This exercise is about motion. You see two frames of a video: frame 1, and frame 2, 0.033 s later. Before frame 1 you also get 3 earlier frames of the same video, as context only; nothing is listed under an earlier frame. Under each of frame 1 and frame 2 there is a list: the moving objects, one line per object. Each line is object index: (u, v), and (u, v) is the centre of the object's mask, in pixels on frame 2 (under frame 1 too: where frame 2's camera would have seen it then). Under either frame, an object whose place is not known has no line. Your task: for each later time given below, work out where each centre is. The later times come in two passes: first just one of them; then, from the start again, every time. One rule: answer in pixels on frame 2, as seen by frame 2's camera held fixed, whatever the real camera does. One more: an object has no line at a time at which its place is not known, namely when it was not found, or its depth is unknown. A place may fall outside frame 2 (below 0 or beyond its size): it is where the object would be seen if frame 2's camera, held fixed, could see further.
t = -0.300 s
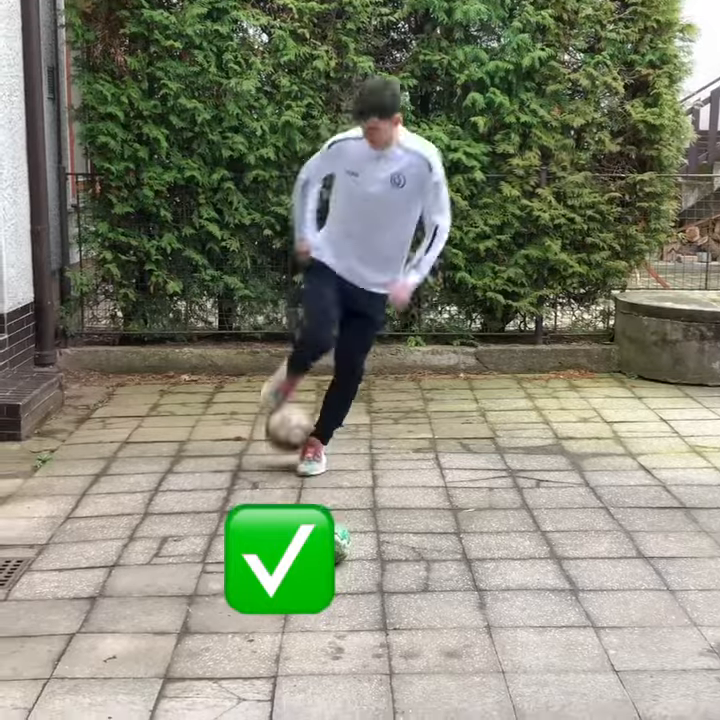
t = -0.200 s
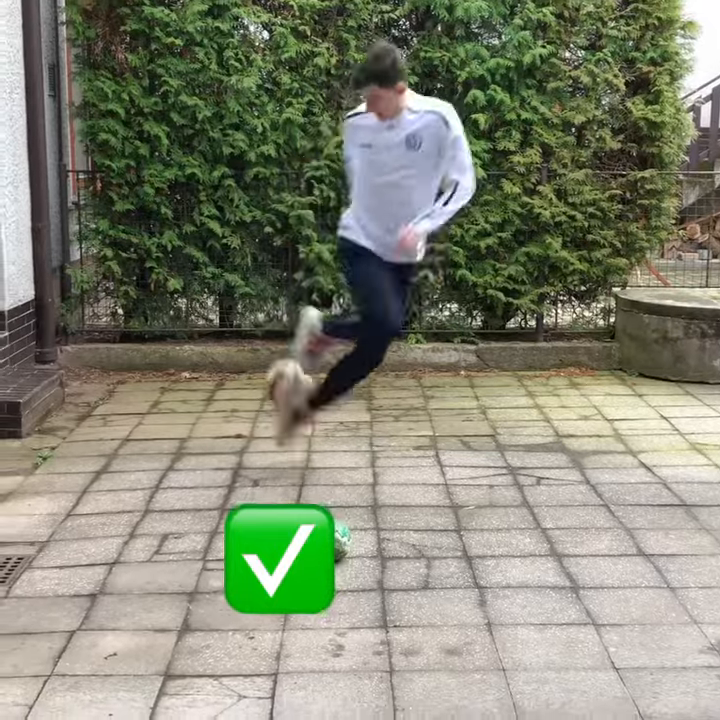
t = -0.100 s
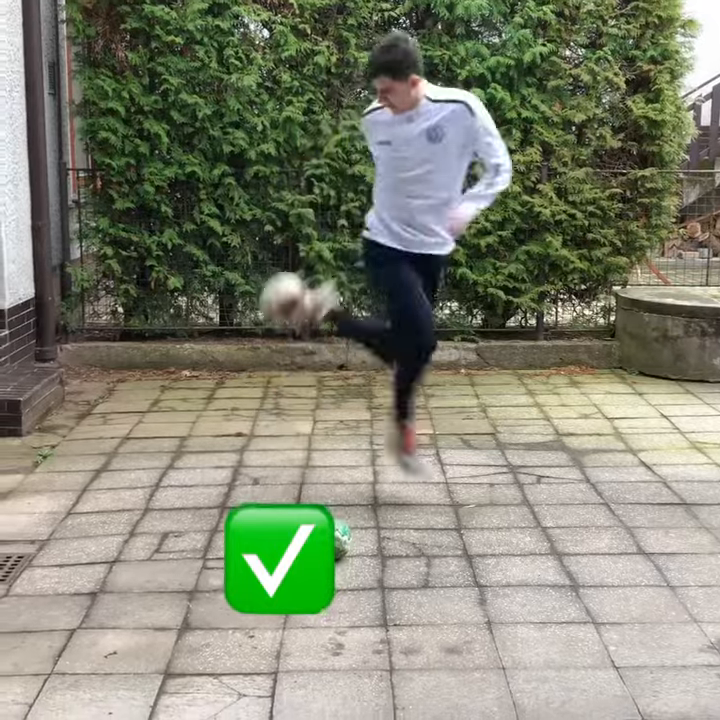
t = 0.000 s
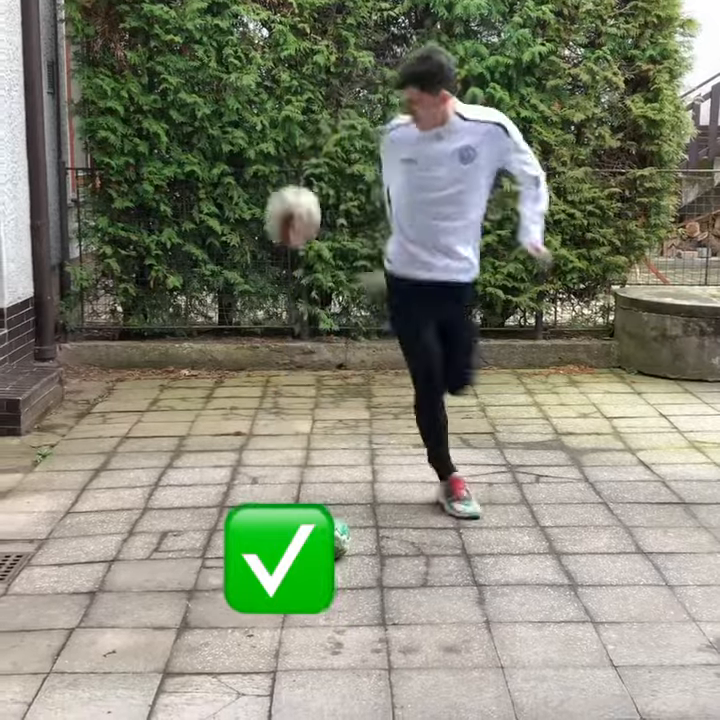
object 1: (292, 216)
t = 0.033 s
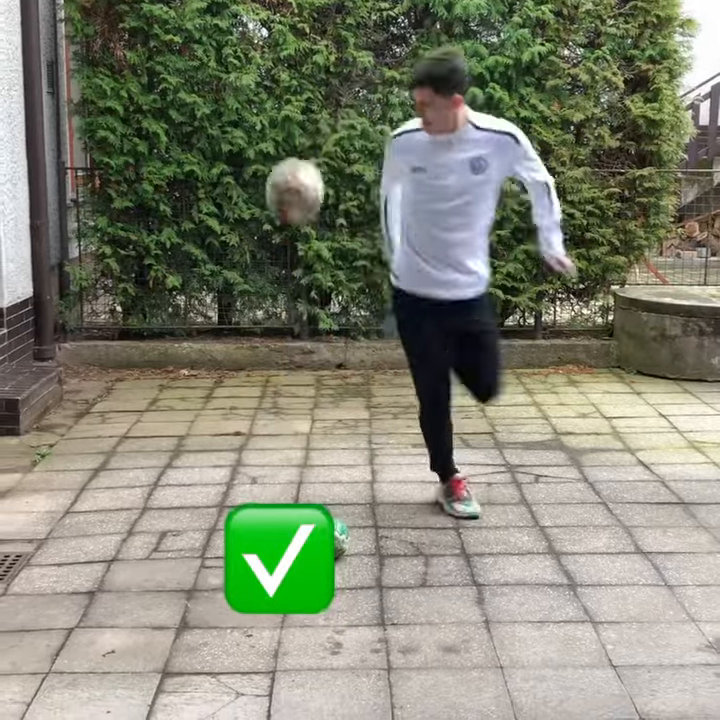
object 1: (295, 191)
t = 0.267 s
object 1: (321, 60)
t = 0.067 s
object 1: (298, 164)
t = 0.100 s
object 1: (301, 142)
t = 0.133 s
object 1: (305, 122)
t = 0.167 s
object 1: (309, 102)
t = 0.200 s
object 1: (312, 85)
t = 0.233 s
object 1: (317, 71)
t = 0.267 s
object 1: (321, 60)
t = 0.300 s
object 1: (326, 53)
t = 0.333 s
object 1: (331, 50)
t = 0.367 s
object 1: (334, 49)
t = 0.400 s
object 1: (341, 54)
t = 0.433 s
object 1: (348, 62)
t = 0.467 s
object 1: (353, 75)
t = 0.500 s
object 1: (361, 98)
